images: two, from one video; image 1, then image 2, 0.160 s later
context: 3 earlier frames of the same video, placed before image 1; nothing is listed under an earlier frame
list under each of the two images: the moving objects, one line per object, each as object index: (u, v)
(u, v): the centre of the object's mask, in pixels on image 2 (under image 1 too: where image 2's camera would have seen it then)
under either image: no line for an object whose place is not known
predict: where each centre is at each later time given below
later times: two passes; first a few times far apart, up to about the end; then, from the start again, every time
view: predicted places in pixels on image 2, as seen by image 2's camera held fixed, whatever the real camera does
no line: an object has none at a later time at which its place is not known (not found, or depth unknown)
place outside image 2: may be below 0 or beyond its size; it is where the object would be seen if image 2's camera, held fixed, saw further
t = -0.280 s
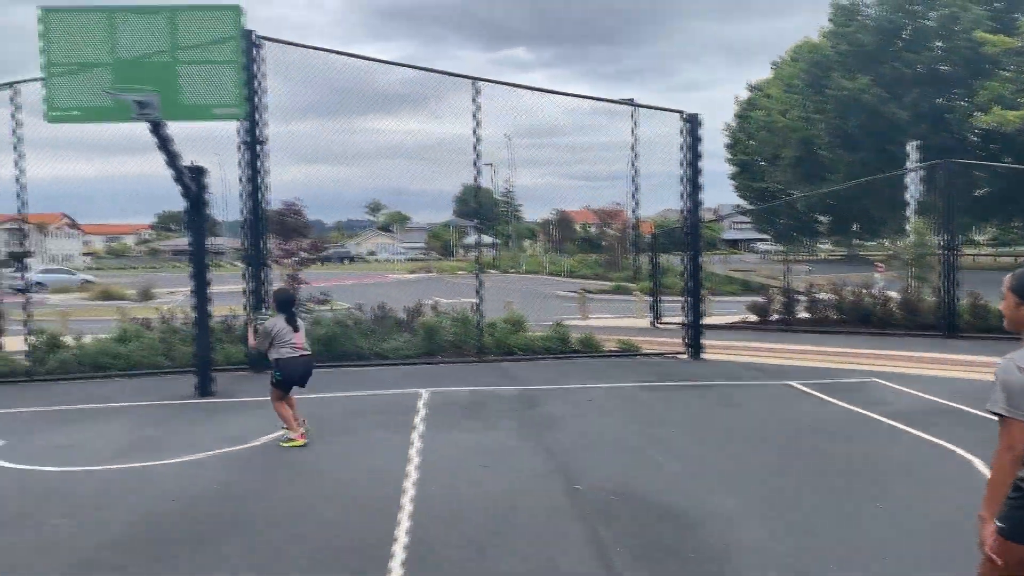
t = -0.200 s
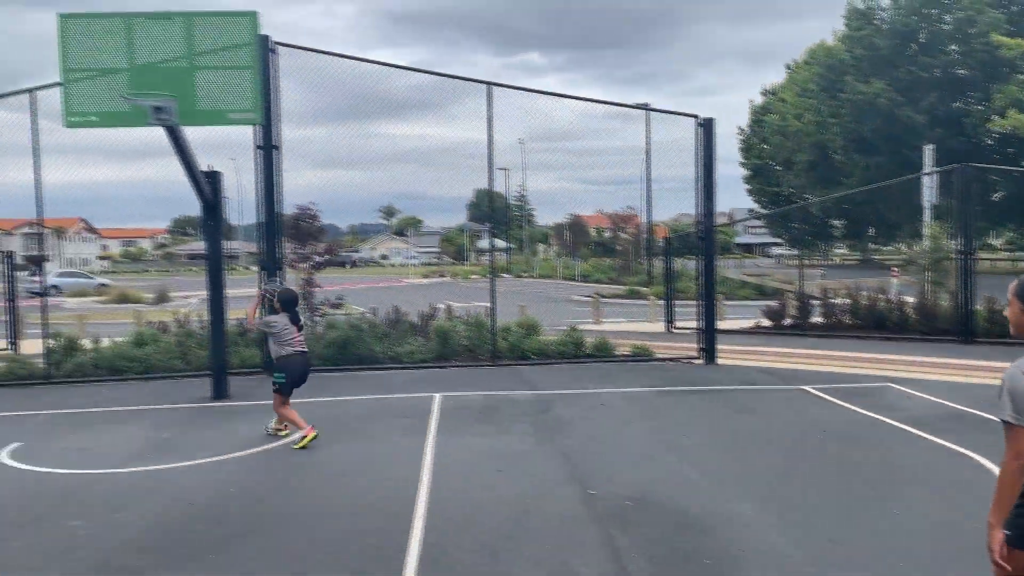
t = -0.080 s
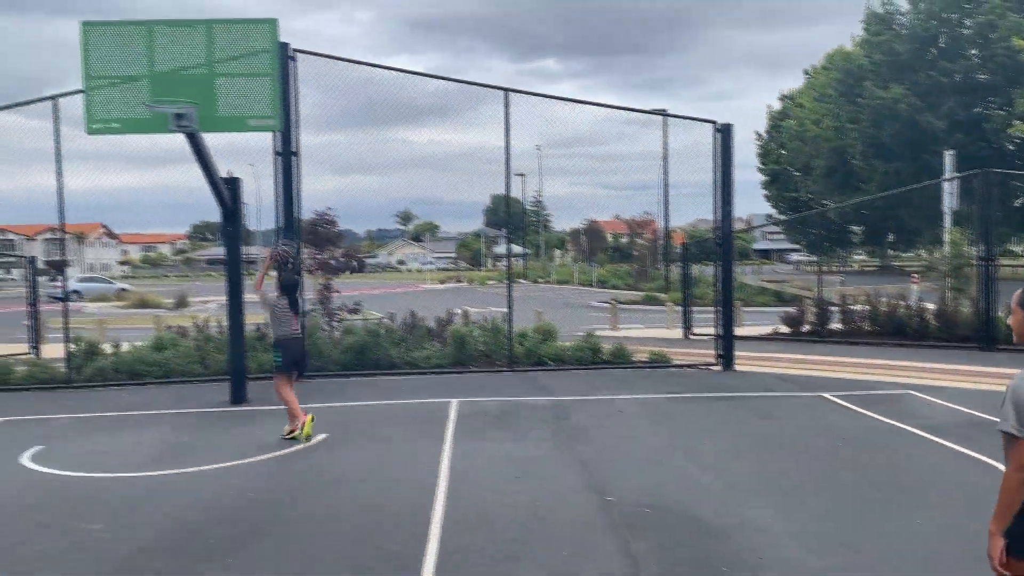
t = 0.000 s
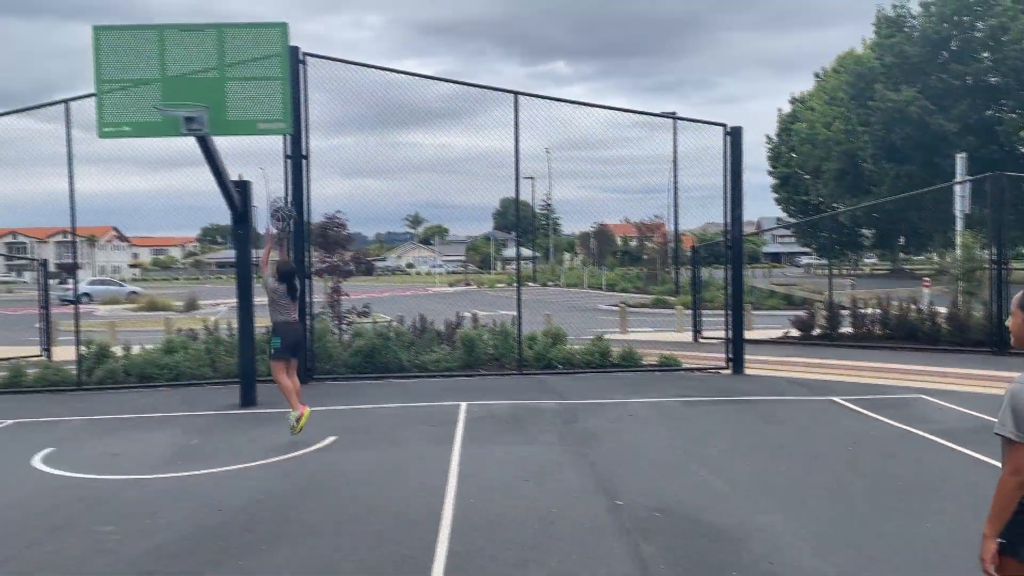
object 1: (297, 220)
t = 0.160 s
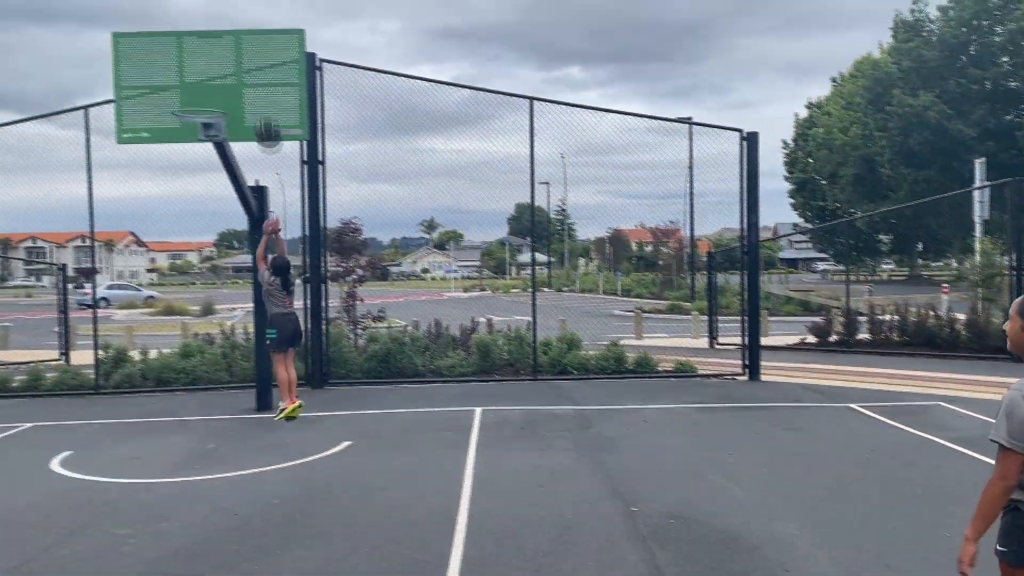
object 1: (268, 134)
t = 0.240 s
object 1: (254, 104)
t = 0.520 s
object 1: (210, 81)
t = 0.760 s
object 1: (187, 98)
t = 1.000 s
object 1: (194, 104)
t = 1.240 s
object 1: (204, 115)
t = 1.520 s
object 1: (186, 187)
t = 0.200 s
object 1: (261, 120)
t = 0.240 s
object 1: (254, 104)
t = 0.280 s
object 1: (248, 94)
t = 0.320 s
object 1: (241, 88)
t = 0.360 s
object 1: (235, 83)
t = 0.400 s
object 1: (229, 80)
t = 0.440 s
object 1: (222, 79)
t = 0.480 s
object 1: (216, 79)
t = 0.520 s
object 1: (210, 81)
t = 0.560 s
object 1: (203, 86)
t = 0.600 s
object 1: (197, 91)
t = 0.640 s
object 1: (191, 97)
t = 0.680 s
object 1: (189, 96)
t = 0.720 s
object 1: (188, 97)
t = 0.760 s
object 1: (187, 98)
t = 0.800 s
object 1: (187, 96)
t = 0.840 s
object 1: (188, 95)
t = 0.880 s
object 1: (189, 95)
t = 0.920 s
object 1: (191, 96)
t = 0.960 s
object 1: (192, 99)
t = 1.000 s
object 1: (194, 104)
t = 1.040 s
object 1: (195, 106)
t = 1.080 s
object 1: (198, 105)
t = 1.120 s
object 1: (200, 105)
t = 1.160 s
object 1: (202, 107)
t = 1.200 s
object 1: (205, 111)
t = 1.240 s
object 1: (204, 115)
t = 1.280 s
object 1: (201, 120)
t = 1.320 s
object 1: (200, 126)
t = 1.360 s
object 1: (196, 136)
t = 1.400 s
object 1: (194, 146)
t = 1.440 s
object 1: (191, 159)
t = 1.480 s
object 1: (189, 171)
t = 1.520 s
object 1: (186, 187)
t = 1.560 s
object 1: (184, 202)
